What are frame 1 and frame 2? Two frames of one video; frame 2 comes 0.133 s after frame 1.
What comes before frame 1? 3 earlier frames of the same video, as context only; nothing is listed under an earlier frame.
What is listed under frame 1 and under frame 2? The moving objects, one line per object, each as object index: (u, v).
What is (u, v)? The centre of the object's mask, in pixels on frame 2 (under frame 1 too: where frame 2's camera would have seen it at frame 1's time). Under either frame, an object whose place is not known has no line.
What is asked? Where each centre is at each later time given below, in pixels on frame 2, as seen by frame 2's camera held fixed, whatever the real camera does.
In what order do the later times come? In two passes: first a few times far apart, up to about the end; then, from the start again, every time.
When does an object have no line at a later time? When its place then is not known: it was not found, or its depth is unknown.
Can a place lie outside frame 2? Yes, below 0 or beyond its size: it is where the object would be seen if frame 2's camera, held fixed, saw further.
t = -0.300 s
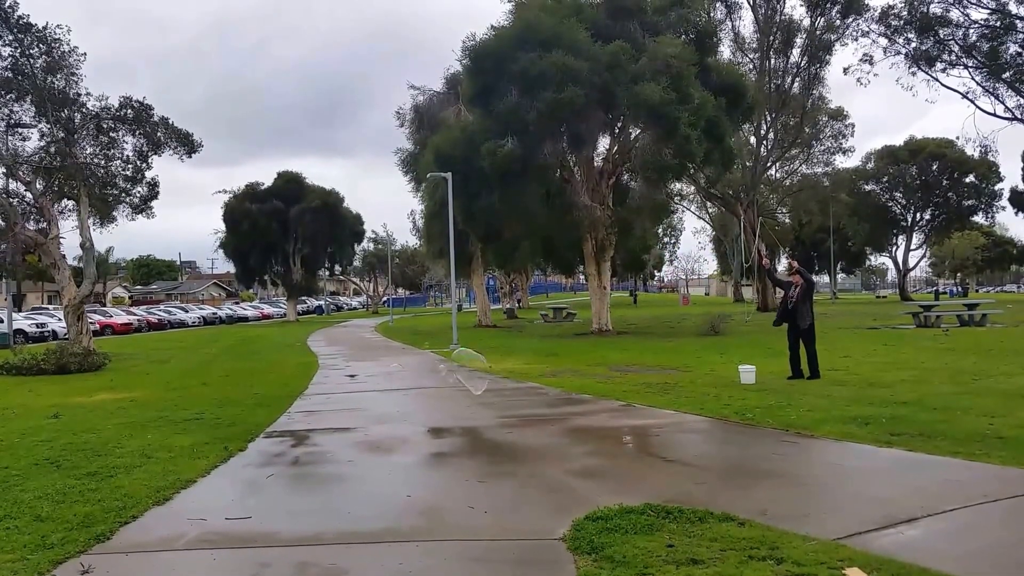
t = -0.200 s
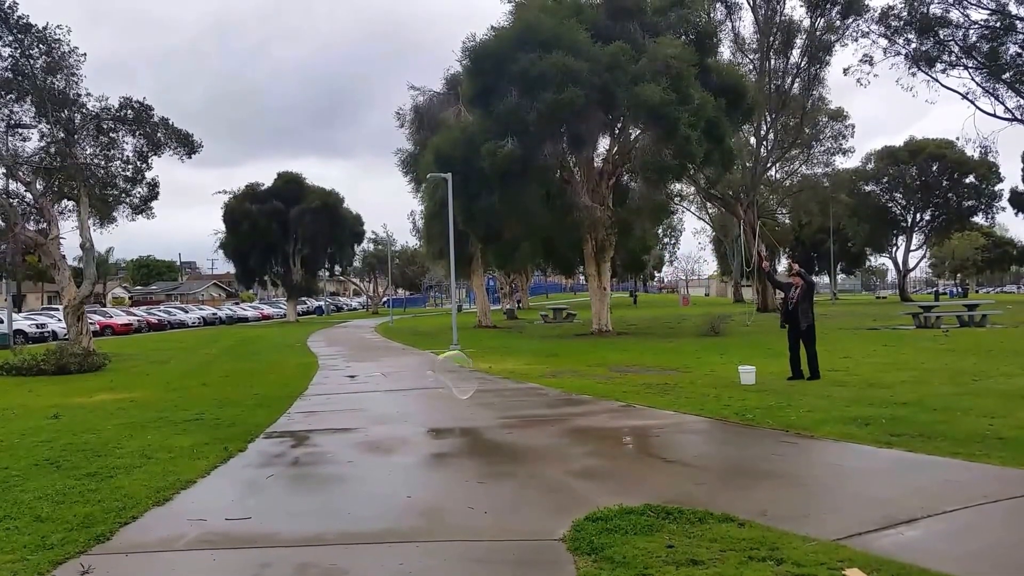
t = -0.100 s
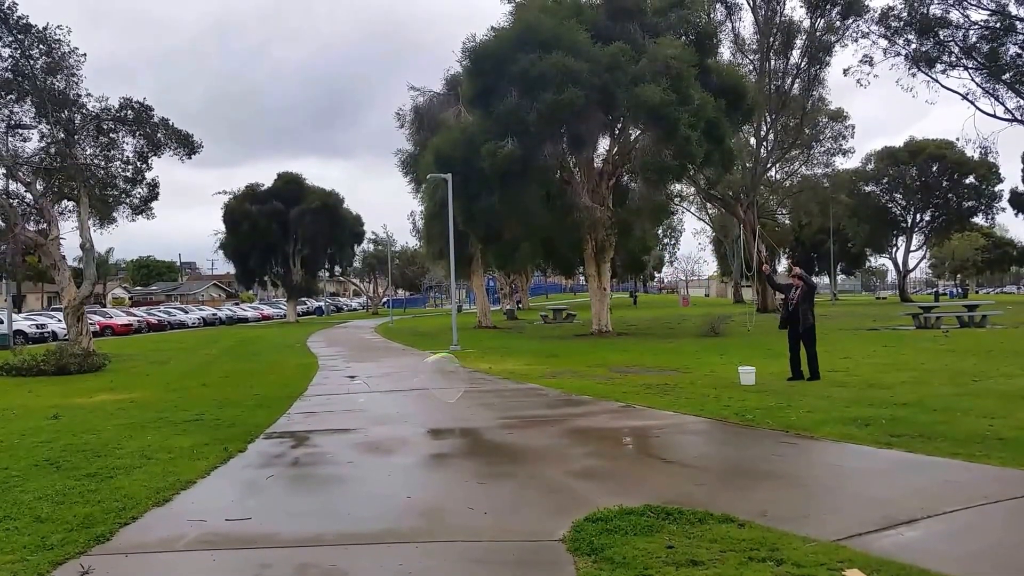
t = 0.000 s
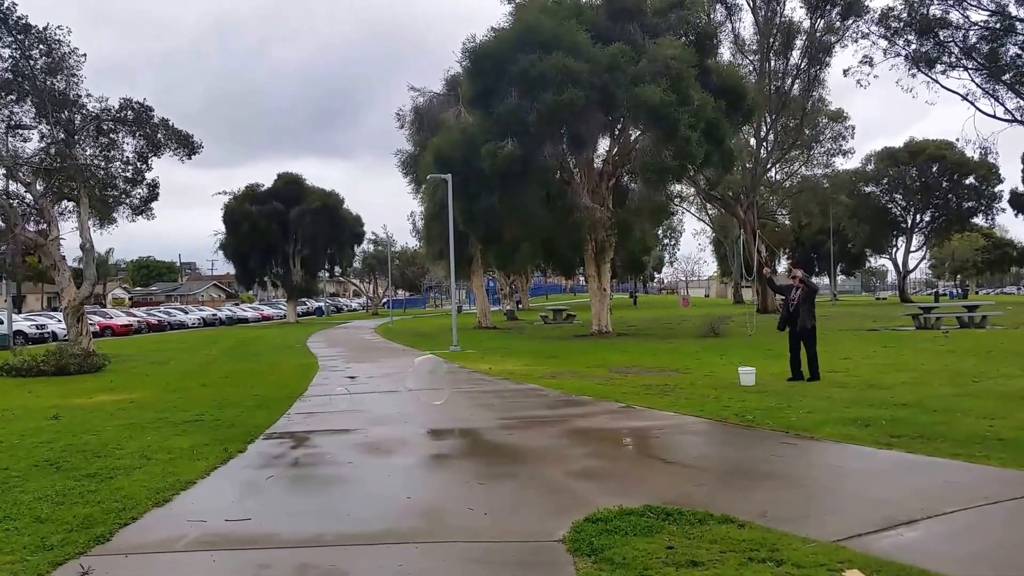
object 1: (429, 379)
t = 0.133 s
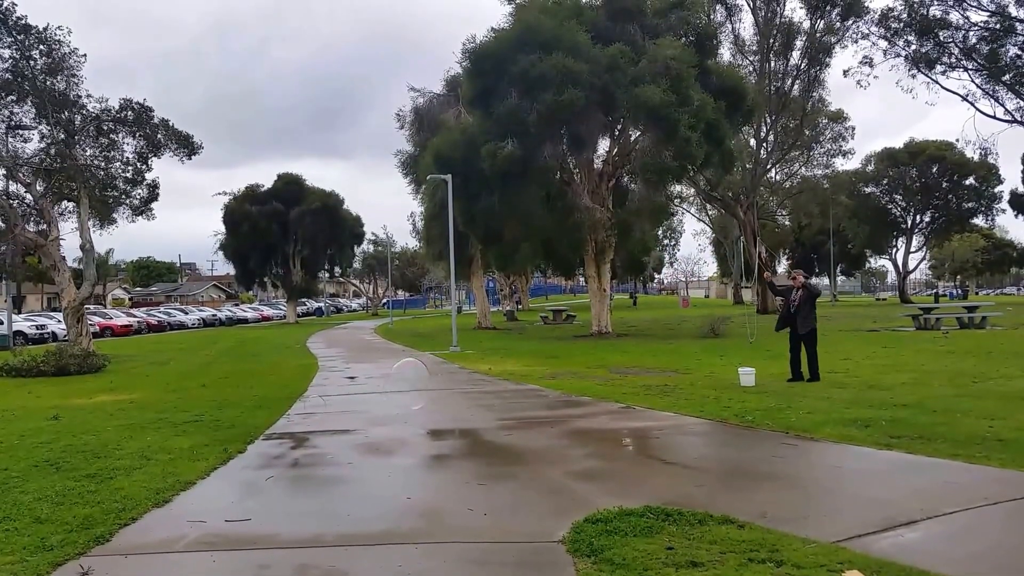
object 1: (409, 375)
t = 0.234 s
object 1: (392, 378)
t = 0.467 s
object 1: (357, 382)
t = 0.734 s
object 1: (298, 392)
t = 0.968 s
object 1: (261, 413)
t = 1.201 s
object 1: (222, 429)
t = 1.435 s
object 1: (175, 441)
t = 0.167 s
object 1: (403, 377)
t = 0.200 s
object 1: (398, 377)
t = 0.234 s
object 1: (392, 378)
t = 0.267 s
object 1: (387, 379)
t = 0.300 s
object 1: (382, 379)
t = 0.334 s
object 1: (378, 380)
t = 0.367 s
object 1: (373, 380)
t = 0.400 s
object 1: (368, 381)
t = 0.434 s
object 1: (363, 381)
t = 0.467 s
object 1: (357, 382)
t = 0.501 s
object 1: (352, 383)
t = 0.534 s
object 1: (342, 384)
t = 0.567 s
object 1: (336, 384)
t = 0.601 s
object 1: (330, 387)
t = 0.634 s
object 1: (326, 384)
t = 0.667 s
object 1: (318, 385)
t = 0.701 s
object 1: (306, 388)
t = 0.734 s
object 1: (298, 392)
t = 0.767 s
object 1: (293, 394)
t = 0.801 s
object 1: (288, 397)
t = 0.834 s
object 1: (282, 401)
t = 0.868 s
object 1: (277, 405)
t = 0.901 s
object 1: (272, 406)
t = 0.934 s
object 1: (267, 410)
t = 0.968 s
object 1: (261, 413)
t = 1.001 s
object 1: (257, 415)
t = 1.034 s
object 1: (250, 418)
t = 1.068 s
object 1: (245, 420)
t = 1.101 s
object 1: (240, 423)
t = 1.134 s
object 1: (234, 425)
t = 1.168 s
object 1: (228, 428)
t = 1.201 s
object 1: (222, 429)
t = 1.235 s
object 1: (215, 431)
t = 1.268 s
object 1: (209, 432)
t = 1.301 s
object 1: (202, 434)
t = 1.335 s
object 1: (195, 435)
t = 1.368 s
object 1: (188, 437)
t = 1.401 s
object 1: (181, 439)
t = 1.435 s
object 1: (175, 441)
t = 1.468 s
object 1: (168, 442)
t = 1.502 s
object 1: (161, 443)
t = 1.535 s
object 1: (154, 444)
